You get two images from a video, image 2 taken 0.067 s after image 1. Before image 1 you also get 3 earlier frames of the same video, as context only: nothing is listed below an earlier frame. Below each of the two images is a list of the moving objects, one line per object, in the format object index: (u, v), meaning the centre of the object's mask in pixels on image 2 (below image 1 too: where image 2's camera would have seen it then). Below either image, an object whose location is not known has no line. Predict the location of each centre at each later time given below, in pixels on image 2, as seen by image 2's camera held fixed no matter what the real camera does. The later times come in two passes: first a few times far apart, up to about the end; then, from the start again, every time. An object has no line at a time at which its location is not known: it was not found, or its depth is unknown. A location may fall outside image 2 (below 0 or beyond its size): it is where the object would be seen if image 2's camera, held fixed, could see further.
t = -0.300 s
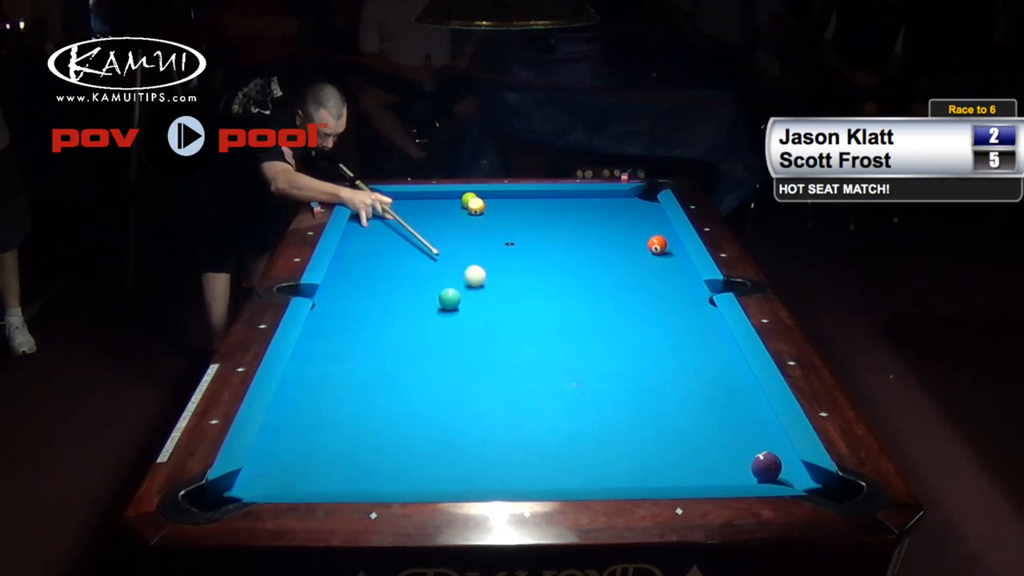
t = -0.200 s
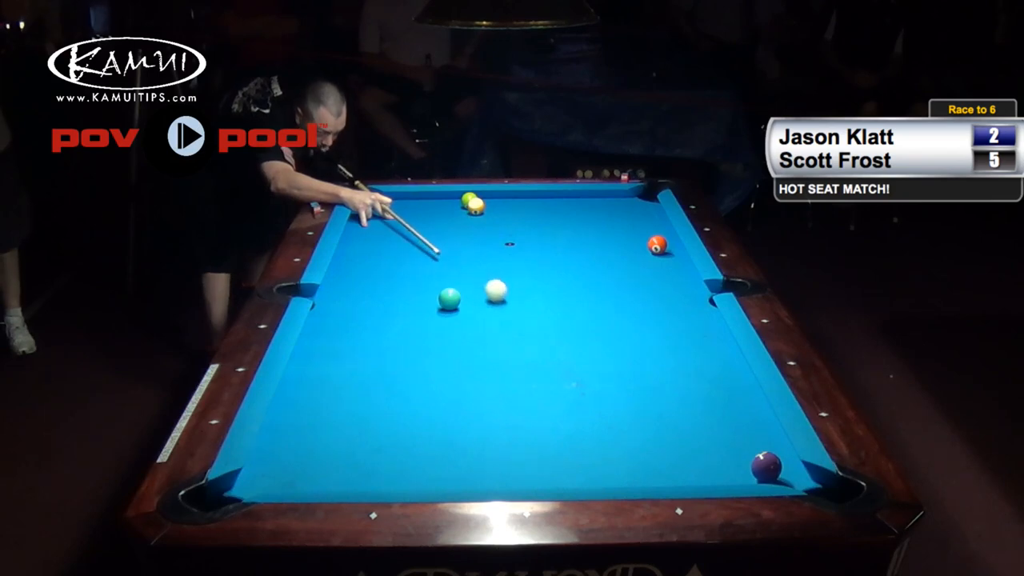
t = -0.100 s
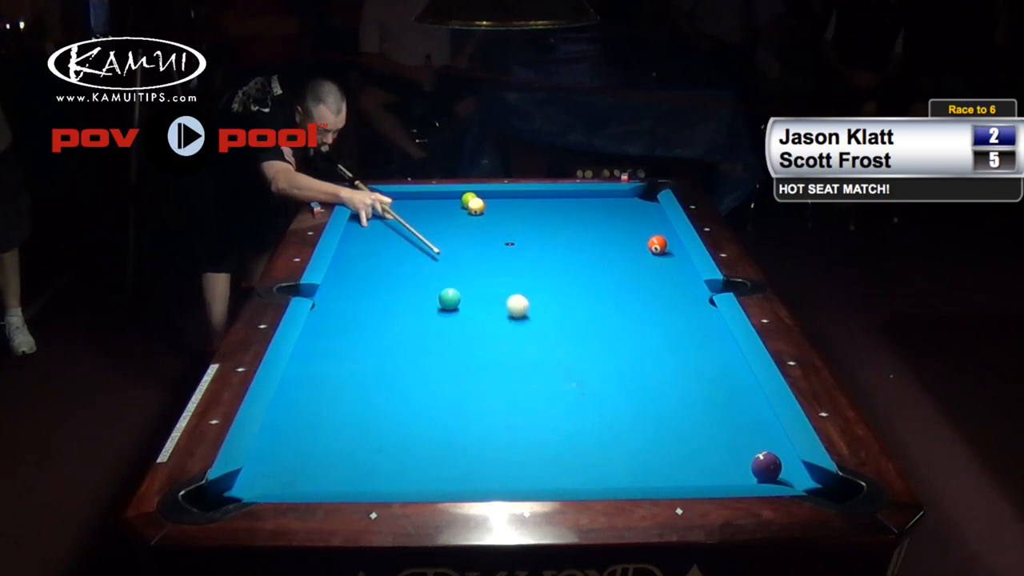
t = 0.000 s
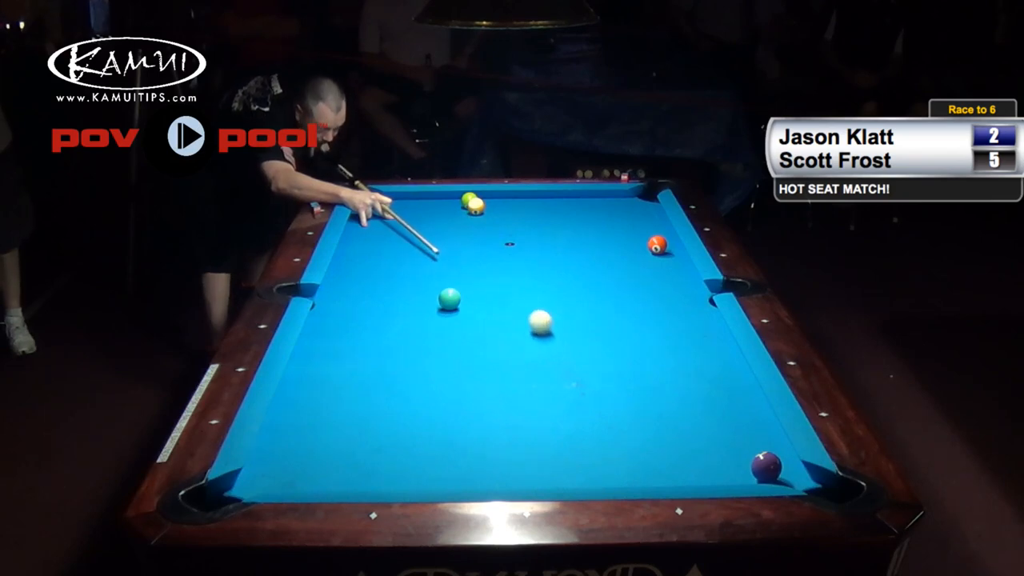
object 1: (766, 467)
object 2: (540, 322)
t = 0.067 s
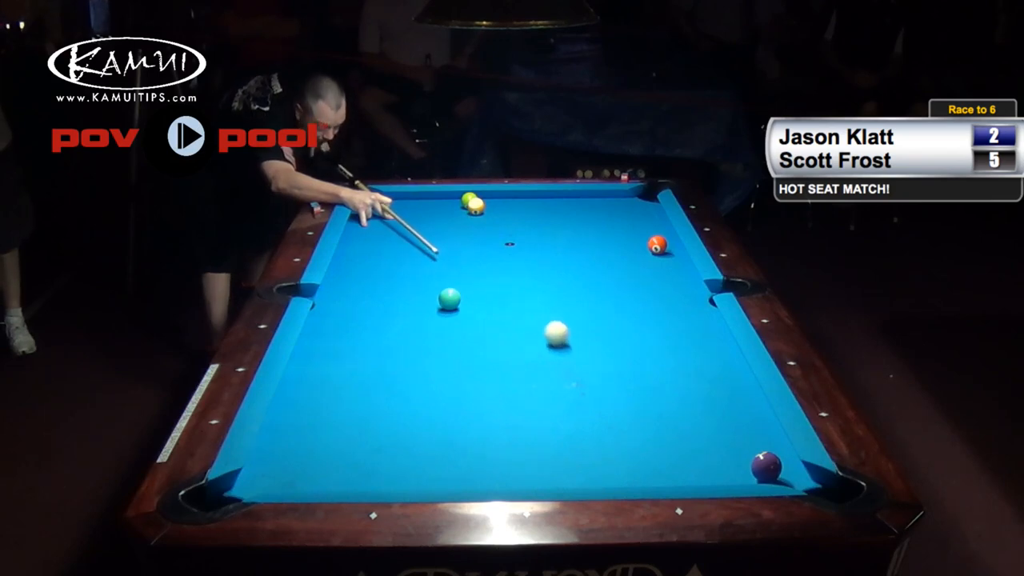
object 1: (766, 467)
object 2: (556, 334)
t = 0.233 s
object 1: (766, 467)
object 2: (600, 365)
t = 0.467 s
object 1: (766, 467)
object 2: (671, 415)
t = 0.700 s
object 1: (787, 471)
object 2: (733, 469)
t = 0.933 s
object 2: (739, 463)
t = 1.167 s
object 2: (745, 441)
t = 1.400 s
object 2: (750, 421)
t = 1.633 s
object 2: (754, 403)
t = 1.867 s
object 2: (741, 391)
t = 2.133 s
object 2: (727, 378)
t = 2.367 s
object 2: (717, 368)
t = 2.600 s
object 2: (707, 360)
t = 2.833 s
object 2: (698, 352)
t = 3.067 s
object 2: (690, 345)
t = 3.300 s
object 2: (684, 340)
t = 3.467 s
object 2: (679, 336)
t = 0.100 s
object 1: (766, 467)
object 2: (565, 340)
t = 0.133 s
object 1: (766, 467)
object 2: (573, 346)
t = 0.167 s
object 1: (766, 467)
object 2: (582, 352)
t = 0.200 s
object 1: (766, 467)
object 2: (591, 358)
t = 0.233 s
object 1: (766, 467)
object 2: (600, 365)
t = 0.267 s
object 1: (766, 467)
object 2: (609, 371)
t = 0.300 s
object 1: (766, 467)
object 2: (619, 378)
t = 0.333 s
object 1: (766, 467)
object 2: (629, 385)
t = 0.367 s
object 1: (766, 467)
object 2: (639, 392)
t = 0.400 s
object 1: (766, 467)
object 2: (649, 400)
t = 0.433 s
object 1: (766, 467)
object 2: (660, 407)
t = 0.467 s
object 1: (766, 467)
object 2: (671, 415)
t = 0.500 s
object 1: (766, 467)
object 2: (682, 423)
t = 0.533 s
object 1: (766, 467)
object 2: (693, 431)
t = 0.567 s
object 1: (766, 467)
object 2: (704, 439)
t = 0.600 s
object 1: (766, 467)
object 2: (717, 448)
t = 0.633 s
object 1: (766, 467)
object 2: (729, 456)
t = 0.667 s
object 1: (773, 468)
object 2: (735, 464)
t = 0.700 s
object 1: (787, 471)
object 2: (733, 469)
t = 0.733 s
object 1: (799, 474)
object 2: (733, 473)
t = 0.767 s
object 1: (810, 478)
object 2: (734, 476)
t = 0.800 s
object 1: (819, 484)
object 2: (734, 474)
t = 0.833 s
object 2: (736, 471)
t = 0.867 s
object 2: (737, 469)
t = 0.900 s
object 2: (738, 467)
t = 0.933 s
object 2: (739, 463)
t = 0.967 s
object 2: (739, 460)
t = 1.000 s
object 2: (740, 456)
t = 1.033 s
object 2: (741, 453)
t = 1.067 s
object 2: (742, 450)
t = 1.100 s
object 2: (743, 447)
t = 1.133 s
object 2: (744, 443)
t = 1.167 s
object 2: (745, 441)
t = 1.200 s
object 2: (746, 438)
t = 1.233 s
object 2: (746, 435)
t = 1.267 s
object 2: (747, 432)
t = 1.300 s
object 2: (748, 429)
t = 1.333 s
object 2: (749, 426)
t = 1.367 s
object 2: (749, 424)
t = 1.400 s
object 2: (750, 421)
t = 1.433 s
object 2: (751, 419)
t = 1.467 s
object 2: (751, 415)
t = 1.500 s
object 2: (752, 413)
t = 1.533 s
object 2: (753, 410)
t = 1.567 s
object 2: (753, 408)
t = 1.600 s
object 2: (754, 406)
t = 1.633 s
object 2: (754, 403)
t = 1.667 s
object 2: (752, 401)
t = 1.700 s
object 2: (750, 399)
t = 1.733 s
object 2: (748, 398)
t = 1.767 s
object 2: (747, 396)
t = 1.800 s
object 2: (744, 394)
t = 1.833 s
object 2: (743, 392)
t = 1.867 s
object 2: (741, 391)
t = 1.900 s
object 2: (739, 389)
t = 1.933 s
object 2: (737, 387)
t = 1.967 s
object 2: (735, 386)
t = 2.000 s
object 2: (734, 384)
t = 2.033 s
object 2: (732, 383)
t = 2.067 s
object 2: (730, 381)
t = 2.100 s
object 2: (729, 379)
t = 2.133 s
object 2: (727, 378)
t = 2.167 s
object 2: (725, 377)
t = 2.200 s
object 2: (724, 375)
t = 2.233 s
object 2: (723, 374)
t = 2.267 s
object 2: (721, 373)
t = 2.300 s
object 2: (719, 371)
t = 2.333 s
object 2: (718, 370)
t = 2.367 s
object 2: (717, 368)
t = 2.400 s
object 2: (715, 367)
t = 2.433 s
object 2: (714, 366)
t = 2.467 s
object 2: (712, 364)
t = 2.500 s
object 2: (711, 363)
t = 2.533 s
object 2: (709, 362)
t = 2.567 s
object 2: (708, 361)
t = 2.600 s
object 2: (707, 360)
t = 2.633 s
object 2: (705, 359)
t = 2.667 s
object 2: (704, 357)
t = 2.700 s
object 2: (703, 356)
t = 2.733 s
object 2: (702, 355)
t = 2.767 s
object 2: (700, 354)
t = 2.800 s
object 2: (699, 353)
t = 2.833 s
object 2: (698, 352)
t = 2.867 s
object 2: (697, 351)
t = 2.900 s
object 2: (696, 350)
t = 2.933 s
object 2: (694, 349)
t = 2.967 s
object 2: (693, 348)
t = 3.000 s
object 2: (692, 347)
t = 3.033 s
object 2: (691, 346)
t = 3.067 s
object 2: (690, 345)
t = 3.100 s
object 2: (689, 345)
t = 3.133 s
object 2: (689, 344)
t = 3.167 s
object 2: (687, 343)
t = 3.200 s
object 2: (687, 342)
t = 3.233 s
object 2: (685, 341)
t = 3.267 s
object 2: (684, 340)
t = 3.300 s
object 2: (684, 340)
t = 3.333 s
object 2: (683, 339)
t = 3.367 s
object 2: (682, 338)
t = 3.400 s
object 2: (681, 337)
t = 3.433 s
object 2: (680, 337)
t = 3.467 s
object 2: (679, 336)
